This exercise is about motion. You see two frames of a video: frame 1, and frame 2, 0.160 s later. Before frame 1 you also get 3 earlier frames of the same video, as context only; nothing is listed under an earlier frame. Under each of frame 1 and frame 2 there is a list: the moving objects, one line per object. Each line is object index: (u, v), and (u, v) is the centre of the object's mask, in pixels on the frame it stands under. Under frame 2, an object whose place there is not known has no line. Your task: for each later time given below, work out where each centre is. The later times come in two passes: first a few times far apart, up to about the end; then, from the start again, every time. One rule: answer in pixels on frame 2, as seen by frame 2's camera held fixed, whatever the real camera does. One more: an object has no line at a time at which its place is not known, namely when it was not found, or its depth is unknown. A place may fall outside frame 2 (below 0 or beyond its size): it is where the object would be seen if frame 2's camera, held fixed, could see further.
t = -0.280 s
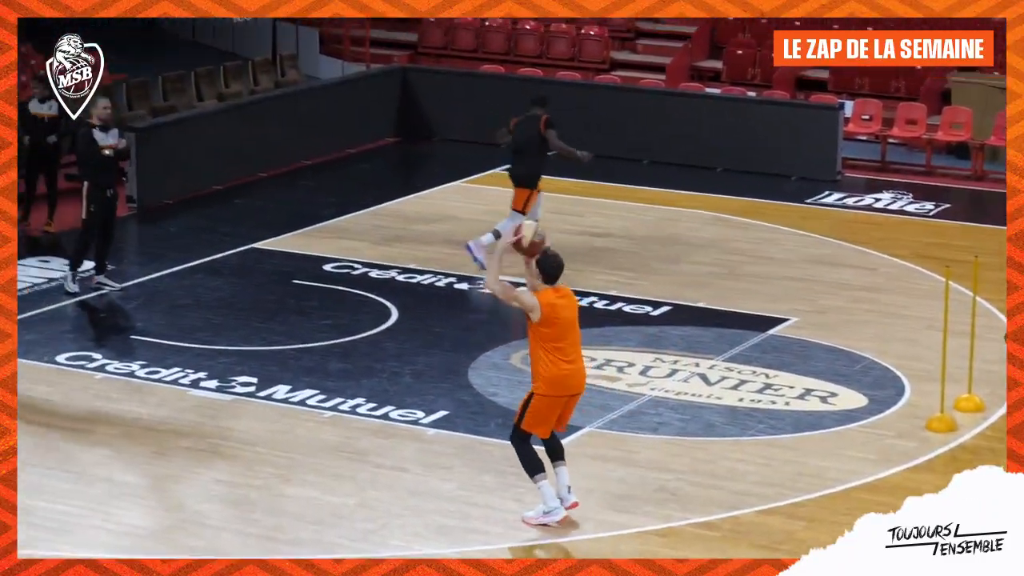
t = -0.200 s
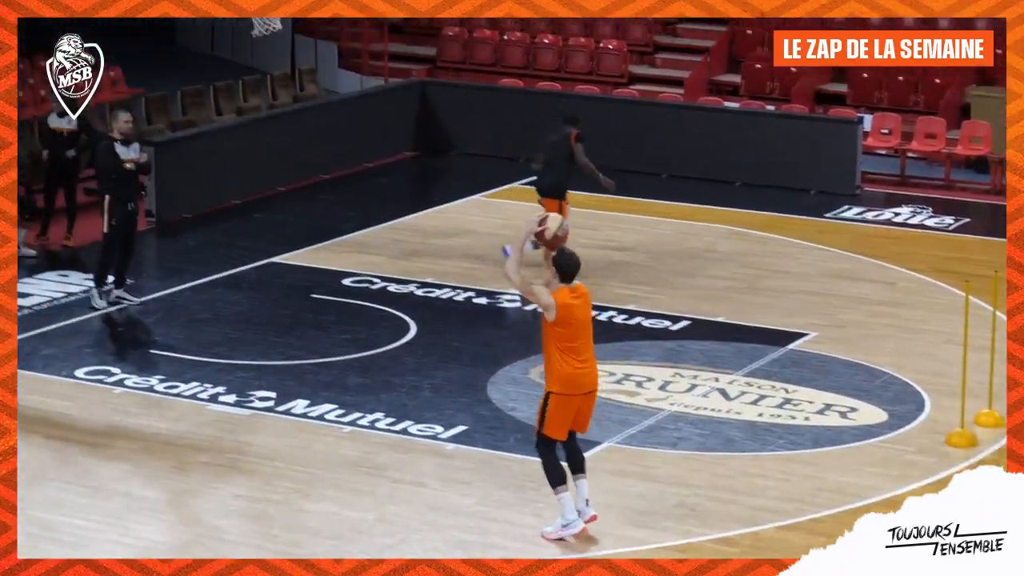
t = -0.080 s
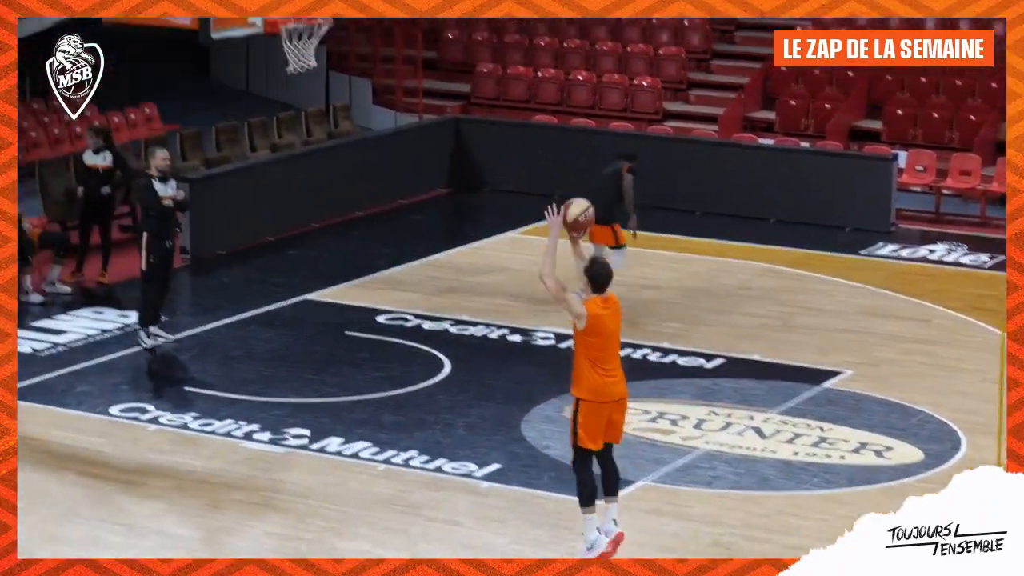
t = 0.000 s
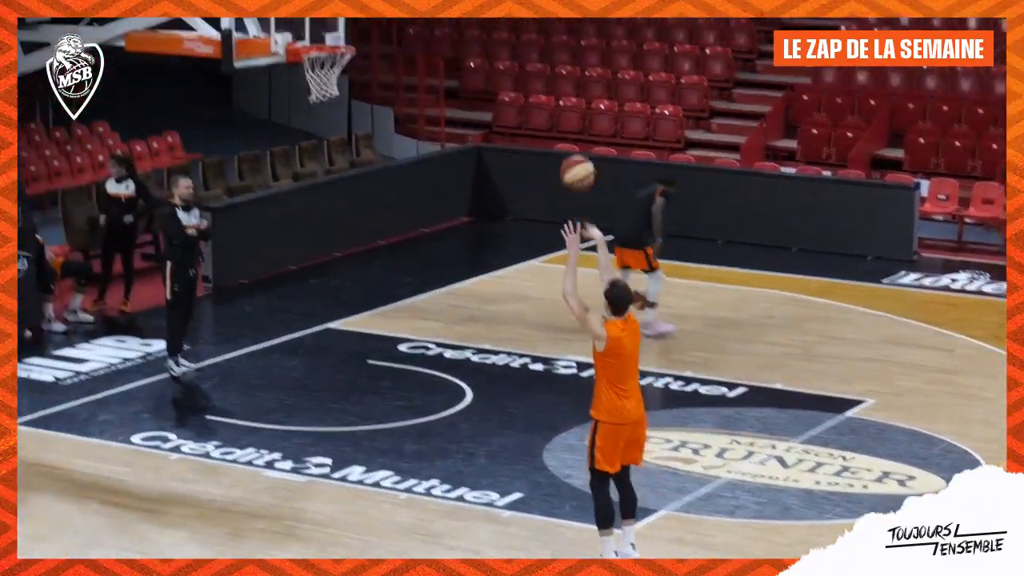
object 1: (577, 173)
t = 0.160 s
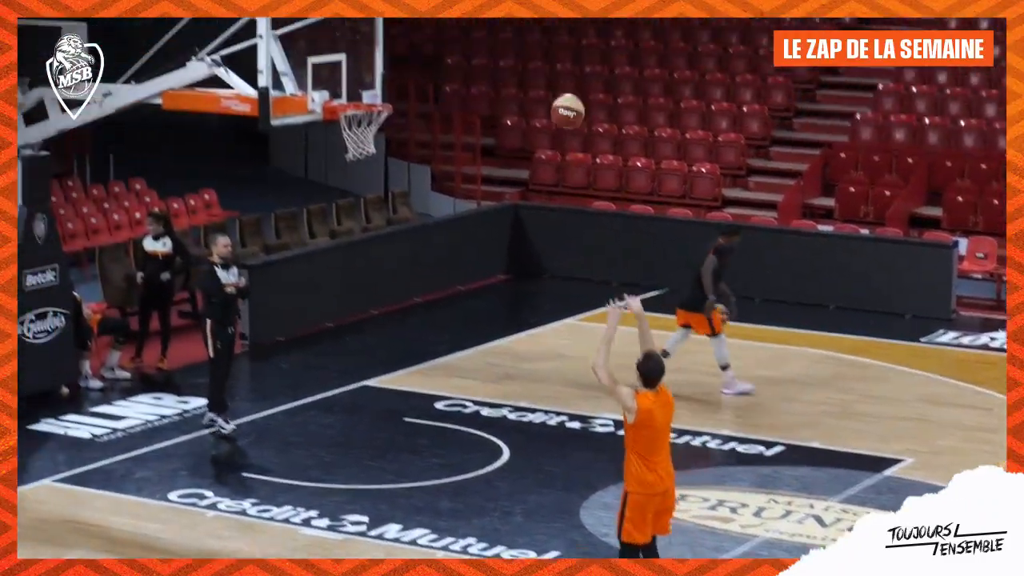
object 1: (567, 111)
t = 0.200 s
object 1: (557, 88)
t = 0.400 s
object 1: (506, 10)
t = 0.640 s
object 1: (451, -10)
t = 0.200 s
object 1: (557, 88)
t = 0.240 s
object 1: (546, 67)
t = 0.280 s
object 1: (536, 50)
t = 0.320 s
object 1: (527, 34)
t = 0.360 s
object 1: (517, 21)
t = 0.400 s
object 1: (506, 10)
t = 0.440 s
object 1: (497, 1)
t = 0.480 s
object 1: (487, -5)
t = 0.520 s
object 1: (478, -9)
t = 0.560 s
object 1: (468, -12)
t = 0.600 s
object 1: (460, -12)
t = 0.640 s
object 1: (451, -10)
